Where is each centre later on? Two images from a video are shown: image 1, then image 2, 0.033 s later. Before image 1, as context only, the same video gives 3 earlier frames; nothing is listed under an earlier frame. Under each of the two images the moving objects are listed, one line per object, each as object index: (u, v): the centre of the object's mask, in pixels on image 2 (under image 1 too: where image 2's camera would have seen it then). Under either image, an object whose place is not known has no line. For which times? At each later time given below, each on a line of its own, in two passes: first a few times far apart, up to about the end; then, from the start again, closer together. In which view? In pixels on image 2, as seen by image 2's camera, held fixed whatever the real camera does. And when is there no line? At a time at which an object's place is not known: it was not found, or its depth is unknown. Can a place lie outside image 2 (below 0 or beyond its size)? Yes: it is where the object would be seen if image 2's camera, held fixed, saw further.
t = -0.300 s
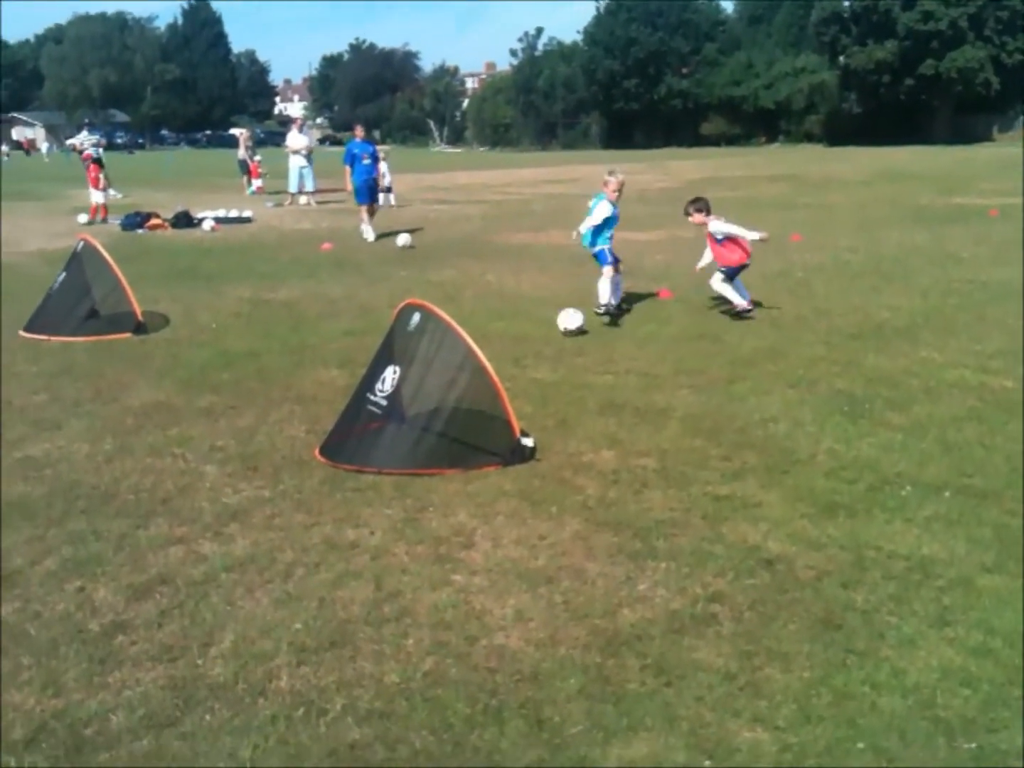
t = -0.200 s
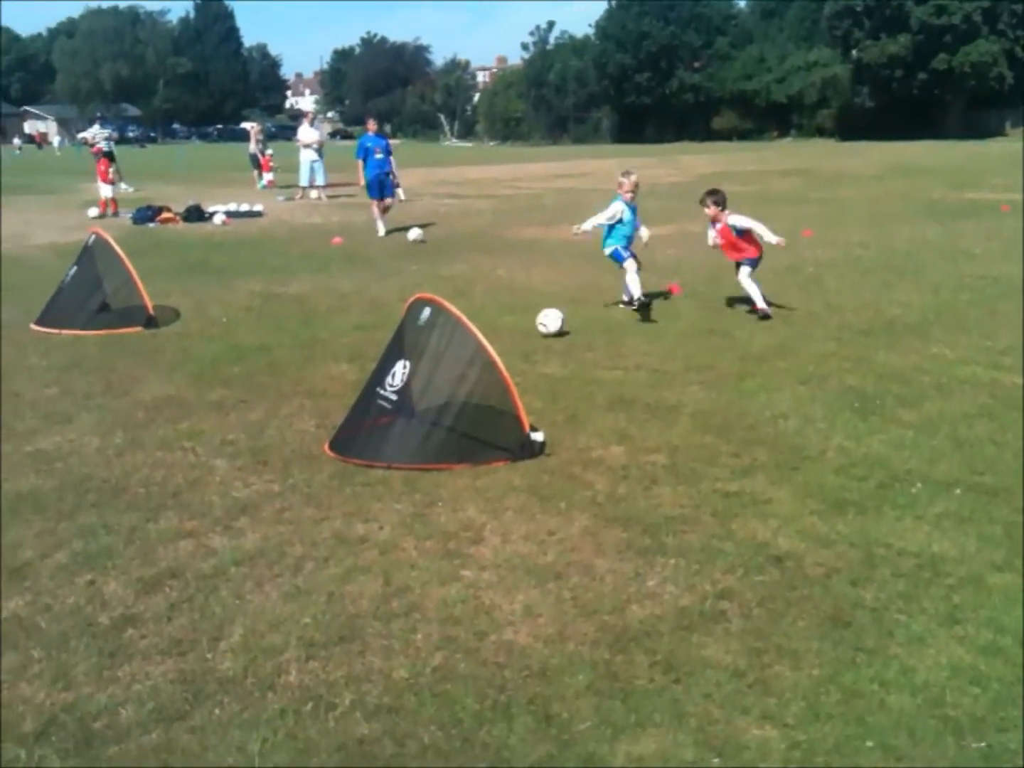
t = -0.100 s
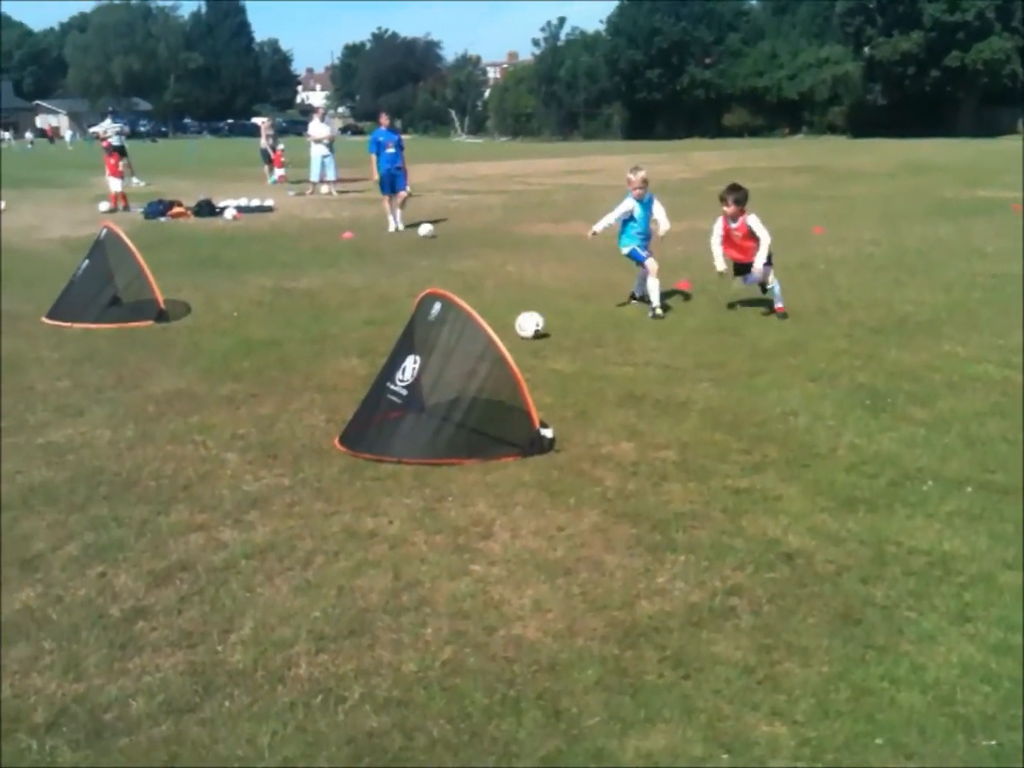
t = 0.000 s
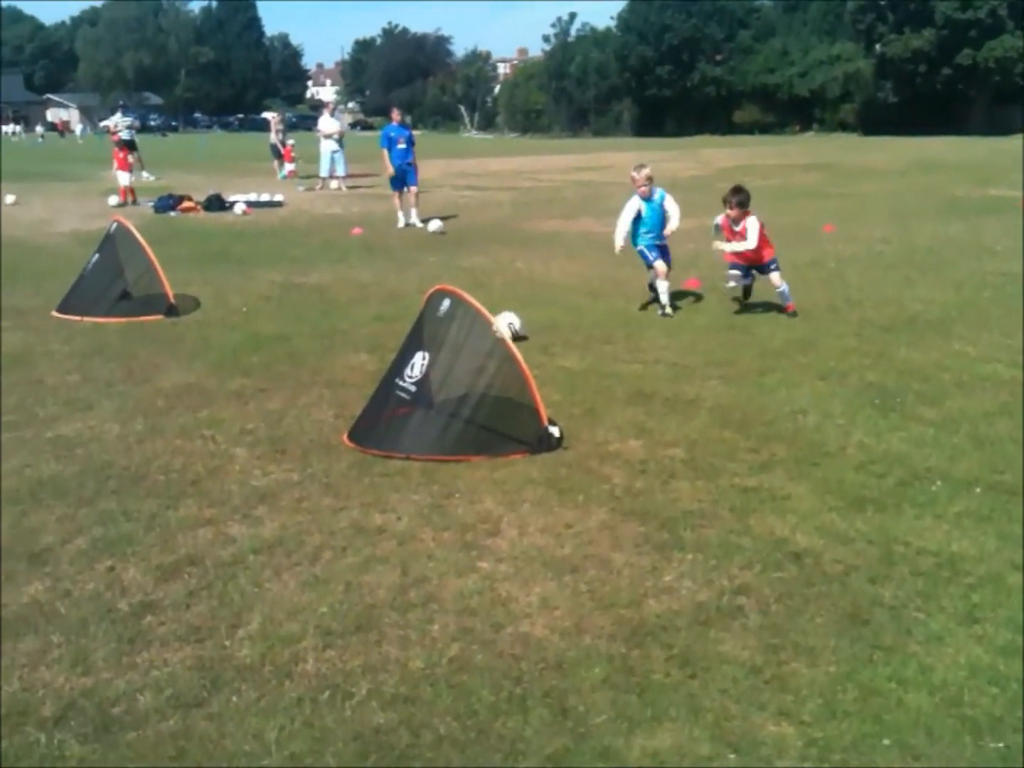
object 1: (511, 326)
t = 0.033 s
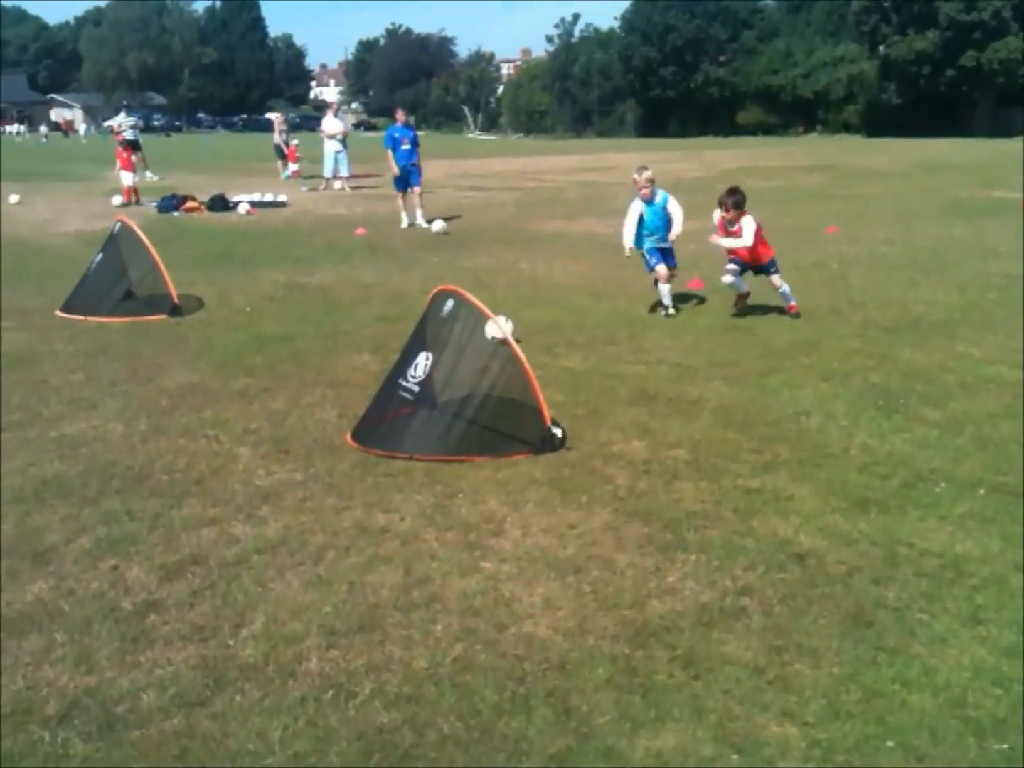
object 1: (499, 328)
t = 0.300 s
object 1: (408, 341)
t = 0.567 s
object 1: (317, 360)
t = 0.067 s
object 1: (486, 331)
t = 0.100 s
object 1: (475, 332)
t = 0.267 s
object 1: (420, 340)
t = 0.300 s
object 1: (408, 341)
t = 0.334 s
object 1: (396, 343)
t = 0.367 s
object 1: (387, 348)
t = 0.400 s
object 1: (377, 351)
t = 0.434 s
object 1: (365, 352)
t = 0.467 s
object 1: (352, 355)
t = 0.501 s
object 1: (341, 356)
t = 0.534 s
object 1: (329, 358)
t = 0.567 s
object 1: (317, 360)
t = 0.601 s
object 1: (304, 362)
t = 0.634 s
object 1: (291, 363)
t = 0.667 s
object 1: (279, 366)
